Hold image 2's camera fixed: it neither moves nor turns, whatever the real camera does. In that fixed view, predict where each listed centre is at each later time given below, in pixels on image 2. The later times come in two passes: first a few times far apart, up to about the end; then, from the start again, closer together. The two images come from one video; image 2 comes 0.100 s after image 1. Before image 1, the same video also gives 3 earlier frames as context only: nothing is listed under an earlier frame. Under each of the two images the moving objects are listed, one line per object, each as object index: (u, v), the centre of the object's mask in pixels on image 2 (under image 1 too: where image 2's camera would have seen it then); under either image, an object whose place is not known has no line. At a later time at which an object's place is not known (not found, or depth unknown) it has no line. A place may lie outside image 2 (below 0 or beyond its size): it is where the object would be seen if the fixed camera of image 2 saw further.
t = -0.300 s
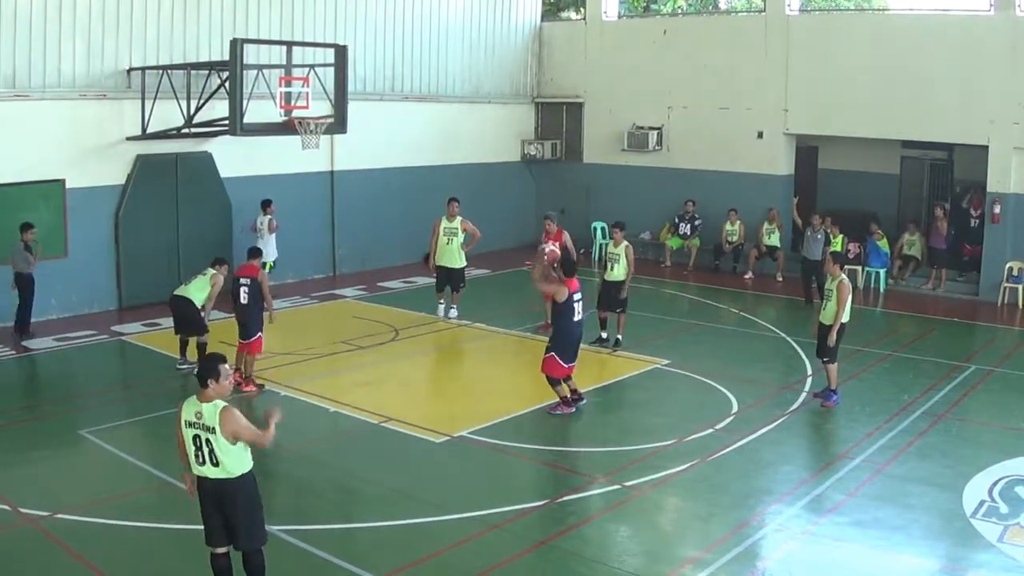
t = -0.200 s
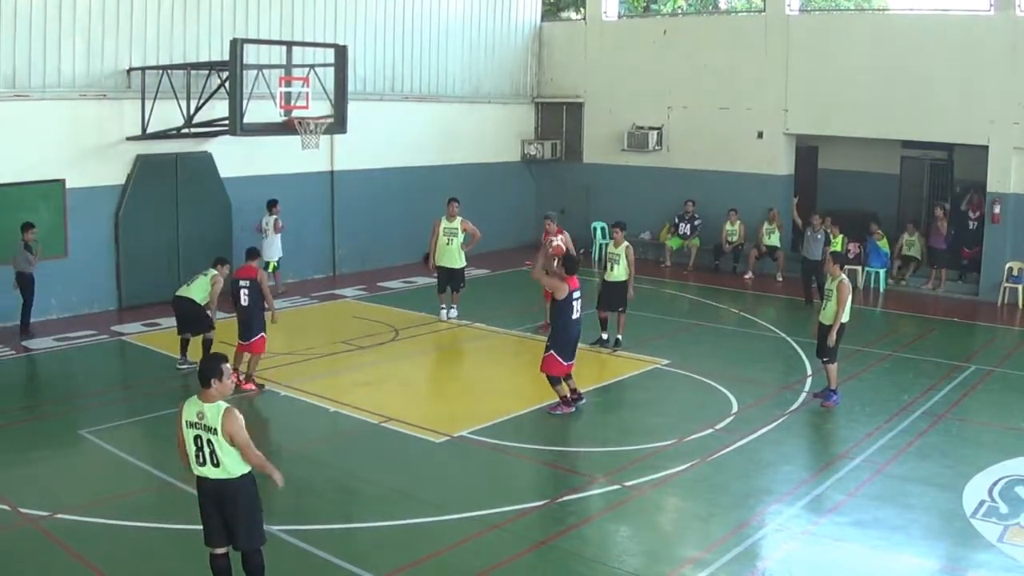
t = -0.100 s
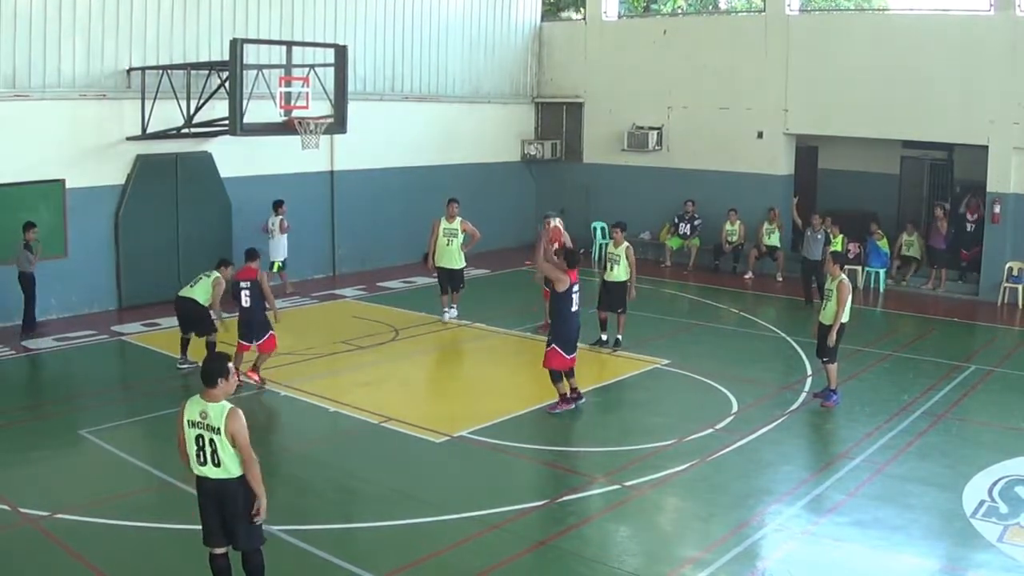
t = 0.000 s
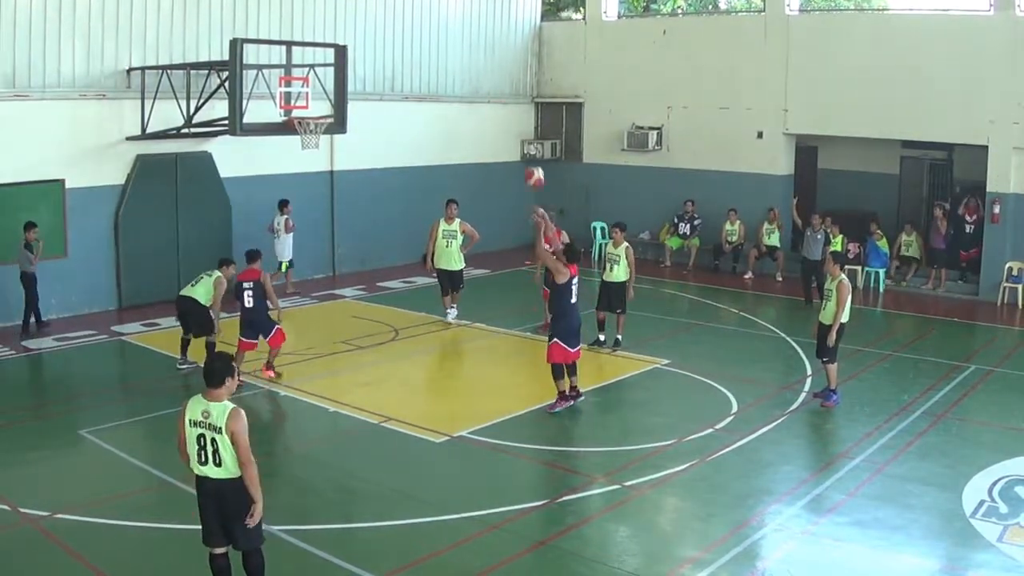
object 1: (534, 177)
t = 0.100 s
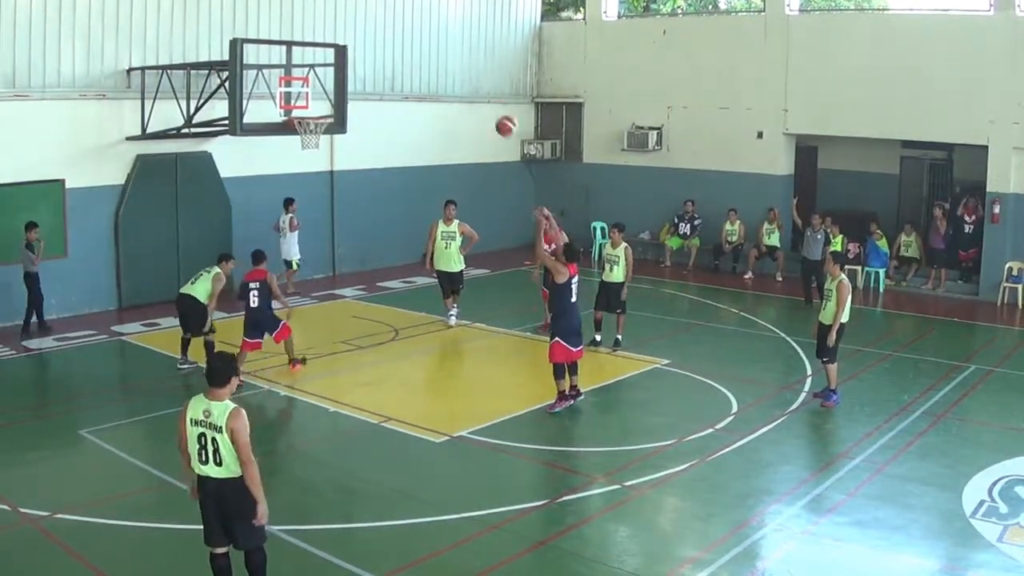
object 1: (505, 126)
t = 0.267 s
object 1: (469, 68)
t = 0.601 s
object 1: (398, 28)
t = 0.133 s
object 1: (504, 112)
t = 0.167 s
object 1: (488, 102)
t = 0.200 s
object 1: (482, 87)
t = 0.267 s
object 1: (469, 68)
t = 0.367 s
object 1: (446, 47)
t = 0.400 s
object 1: (439, 39)
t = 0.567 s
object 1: (402, 30)
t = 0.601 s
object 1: (398, 28)
